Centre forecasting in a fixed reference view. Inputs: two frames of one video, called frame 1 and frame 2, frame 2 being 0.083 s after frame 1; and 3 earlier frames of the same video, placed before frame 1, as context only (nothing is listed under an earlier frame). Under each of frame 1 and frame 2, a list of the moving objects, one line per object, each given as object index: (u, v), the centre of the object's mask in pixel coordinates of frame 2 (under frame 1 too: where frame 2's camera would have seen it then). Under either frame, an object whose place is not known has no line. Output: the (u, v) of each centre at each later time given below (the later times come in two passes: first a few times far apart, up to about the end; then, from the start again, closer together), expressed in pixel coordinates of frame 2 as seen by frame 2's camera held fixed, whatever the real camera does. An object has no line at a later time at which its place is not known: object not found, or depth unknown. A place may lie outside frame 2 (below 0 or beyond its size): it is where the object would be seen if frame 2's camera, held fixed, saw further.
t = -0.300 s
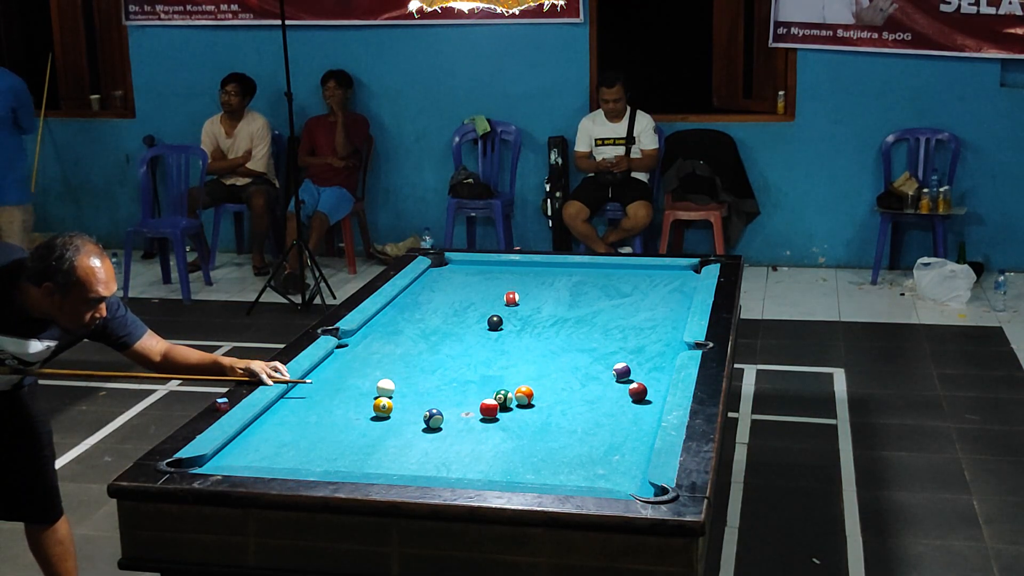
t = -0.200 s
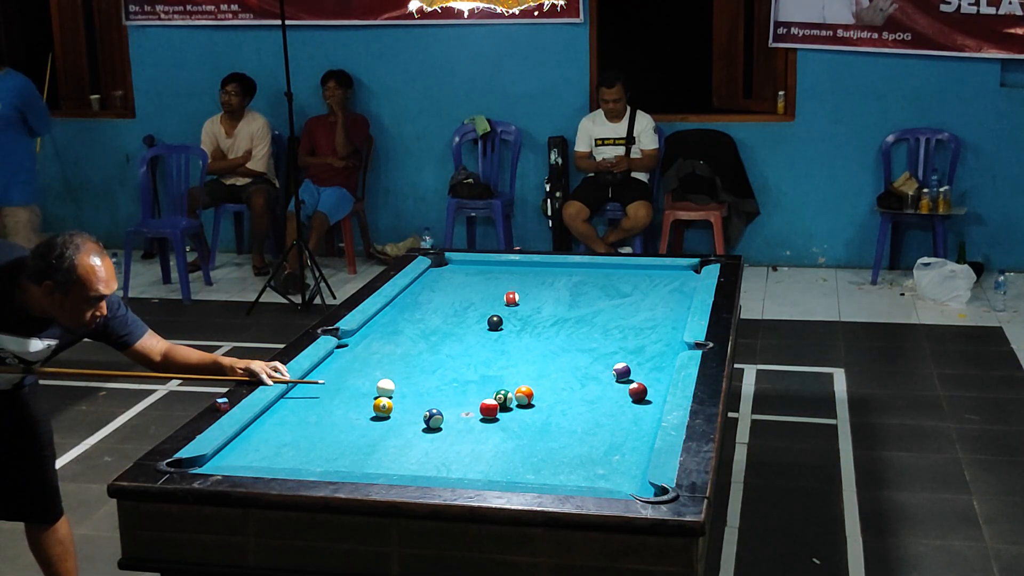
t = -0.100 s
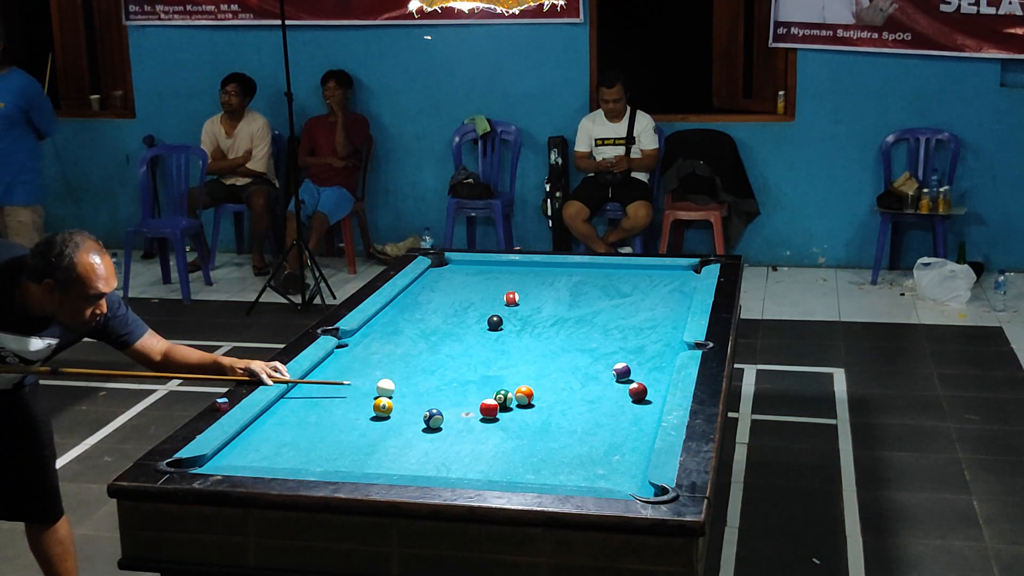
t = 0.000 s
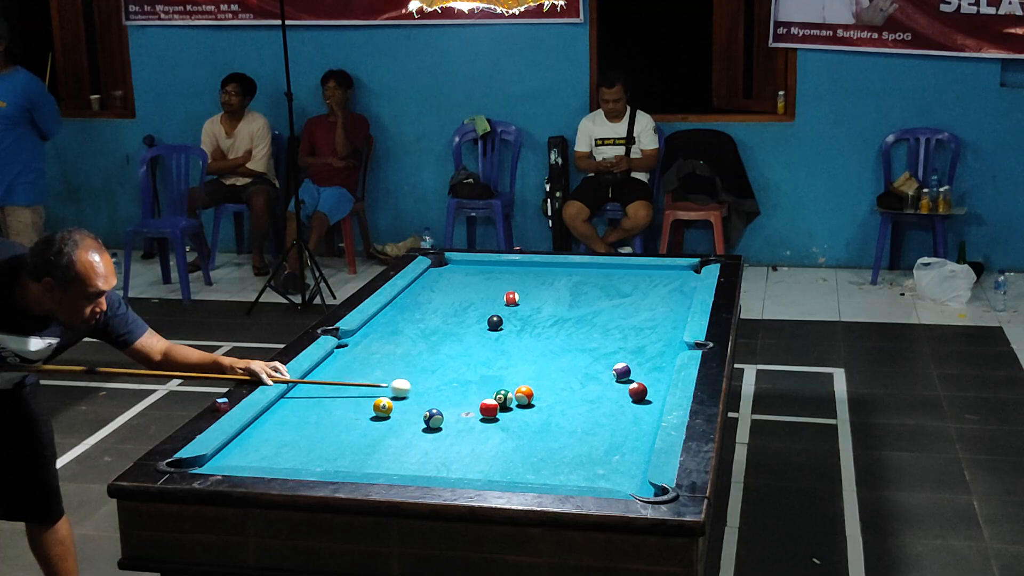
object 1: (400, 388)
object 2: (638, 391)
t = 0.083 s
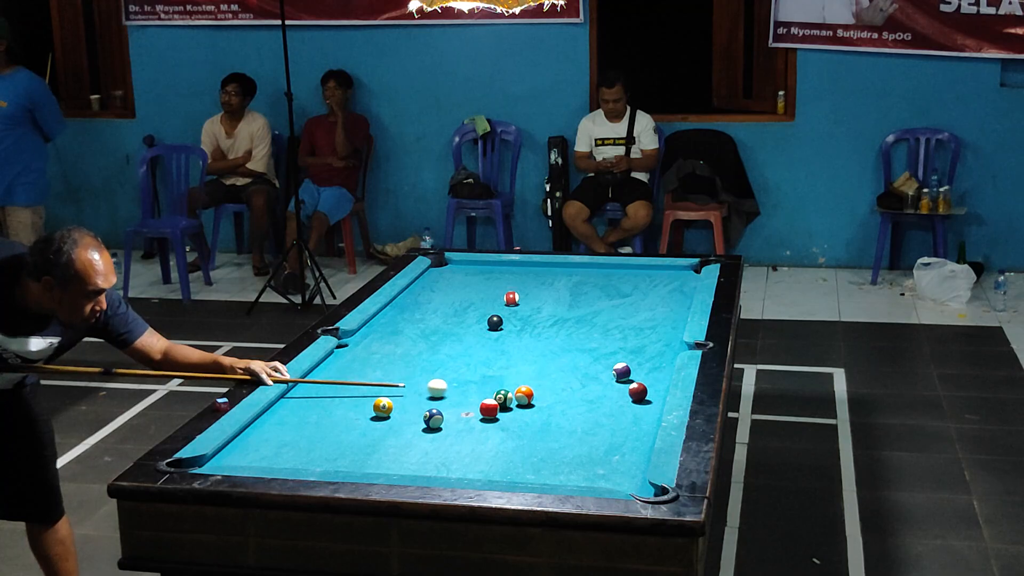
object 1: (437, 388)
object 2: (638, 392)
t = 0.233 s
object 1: (500, 385)
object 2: (638, 391)
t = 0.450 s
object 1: (590, 388)
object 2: (638, 391)
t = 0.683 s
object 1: (648, 380)
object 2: (651, 397)
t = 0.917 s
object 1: (652, 368)
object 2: (618, 401)
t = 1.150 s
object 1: (632, 356)
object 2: (586, 405)
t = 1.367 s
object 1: (616, 346)
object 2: (558, 408)
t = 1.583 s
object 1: (601, 337)
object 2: (532, 411)
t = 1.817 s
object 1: (586, 328)
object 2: (506, 413)
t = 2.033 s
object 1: (573, 321)
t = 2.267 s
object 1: (561, 313)
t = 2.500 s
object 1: (550, 307)
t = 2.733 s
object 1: (540, 302)
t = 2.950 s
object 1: (532, 297)
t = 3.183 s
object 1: (525, 293)
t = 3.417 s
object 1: (519, 288)
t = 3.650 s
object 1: (512, 285)
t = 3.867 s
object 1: (507, 283)
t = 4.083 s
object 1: (502, 281)
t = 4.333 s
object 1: (498, 279)
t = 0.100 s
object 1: (444, 388)
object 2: (638, 392)
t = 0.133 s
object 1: (458, 388)
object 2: (638, 392)
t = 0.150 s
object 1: (465, 388)
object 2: (638, 392)
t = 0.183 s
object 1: (479, 388)
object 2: (638, 392)
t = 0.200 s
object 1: (486, 388)
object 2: (638, 391)
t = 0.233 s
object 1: (500, 385)
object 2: (638, 391)
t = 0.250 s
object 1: (507, 385)
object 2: (638, 391)
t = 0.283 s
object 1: (520, 384)
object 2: (638, 391)
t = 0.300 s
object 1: (530, 385)
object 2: (638, 391)
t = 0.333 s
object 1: (542, 388)
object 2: (638, 391)
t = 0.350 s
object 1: (549, 388)
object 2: (638, 391)
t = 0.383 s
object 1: (563, 388)
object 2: (638, 391)
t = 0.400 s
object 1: (570, 388)
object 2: (638, 392)
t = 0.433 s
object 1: (583, 388)
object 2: (638, 391)
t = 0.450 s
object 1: (590, 388)
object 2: (638, 391)
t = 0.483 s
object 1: (604, 388)
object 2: (638, 391)
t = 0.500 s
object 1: (611, 388)
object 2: (638, 391)
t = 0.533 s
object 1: (622, 388)
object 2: (639, 392)
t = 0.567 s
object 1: (627, 386)
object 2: (647, 394)
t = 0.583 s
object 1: (630, 385)
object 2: (651, 394)
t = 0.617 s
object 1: (636, 383)
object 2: (657, 396)
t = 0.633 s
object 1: (640, 383)
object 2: (658, 397)
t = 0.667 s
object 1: (645, 381)
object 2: (654, 397)
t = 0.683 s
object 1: (648, 380)
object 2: (651, 397)
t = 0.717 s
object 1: (654, 379)
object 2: (646, 398)
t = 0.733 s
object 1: (657, 378)
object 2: (644, 398)
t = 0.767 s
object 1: (663, 377)
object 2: (639, 399)
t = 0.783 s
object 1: (664, 376)
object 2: (637, 399)
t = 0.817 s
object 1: (661, 374)
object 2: (632, 400)
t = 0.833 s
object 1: (660, 373)
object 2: (629, 400)
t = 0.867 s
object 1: (657, 371)
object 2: (625, 400)
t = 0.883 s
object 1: (655, 370)
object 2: (622, 401)
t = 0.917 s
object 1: (652, 368)
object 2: (618, 401)
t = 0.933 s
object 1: (651, 367)
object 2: (615, 401)
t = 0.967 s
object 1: (648, 365)
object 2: (611, 402)
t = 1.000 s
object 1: (645, 364)
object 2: (606, 402)
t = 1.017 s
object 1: (643, 363)
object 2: (604, 403)
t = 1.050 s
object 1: (641, 361)
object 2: (599, 403)
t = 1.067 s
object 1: (639, 360)
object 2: (597, 404)
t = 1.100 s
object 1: (636, 358)
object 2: (592, 404)
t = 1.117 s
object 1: (635, 358)
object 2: (590, 404)
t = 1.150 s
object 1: (632, 356)
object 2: (586, 405)
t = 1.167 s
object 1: (631, 355)
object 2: (584, 405)
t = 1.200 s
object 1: (628, 354)
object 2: (579, 405)
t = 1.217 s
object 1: (627, 353)
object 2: (577, 406)
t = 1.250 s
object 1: (624, 351)
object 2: (573, 406)
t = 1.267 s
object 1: (623, 350)
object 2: (571, 406)
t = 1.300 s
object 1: (621, 349)
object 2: (566, 407)
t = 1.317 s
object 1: (619, 348)
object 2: (564, 407)
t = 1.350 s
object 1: (617, 347)
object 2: (560, 408)
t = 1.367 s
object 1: (616, 346)
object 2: (558, 408)
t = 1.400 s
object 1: (613, 344)
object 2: (554, 408)
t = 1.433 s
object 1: (611, 343)
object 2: (550, 409)
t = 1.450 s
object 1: (610, 342)
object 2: (548, 409)
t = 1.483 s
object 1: (607, 341)
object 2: (544, 409)
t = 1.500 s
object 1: (606, 340)
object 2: (542, 410)
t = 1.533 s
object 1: (604, 339)
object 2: (538, 410)
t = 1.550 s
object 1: (603, 338)
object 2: (536, 410)
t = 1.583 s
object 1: (601, 337)
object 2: (532, 411)
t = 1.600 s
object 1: (600, 336)
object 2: (530, 411)
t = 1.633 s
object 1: (597, 335)
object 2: (526, 411)
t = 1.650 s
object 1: (596, 334)
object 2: (524, 411)
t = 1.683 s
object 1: (594, 333)
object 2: (520, 412)
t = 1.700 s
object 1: (593, 332)
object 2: (518, 412)
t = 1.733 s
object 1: (591, 331)
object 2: (515, 412)
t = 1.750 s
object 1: (590, 330)
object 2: (513, 413)
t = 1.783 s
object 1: (588, 329)
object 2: (509, 413)
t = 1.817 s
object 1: (586, 328)
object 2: (506, 413)
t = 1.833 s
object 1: (585, 327)
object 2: (503, 414)
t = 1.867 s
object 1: (583, 326)
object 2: (501, 414)
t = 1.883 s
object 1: (582, 326)
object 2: (500, 414)
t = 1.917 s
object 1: (580, 325)
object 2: (498, 415)
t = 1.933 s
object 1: (579, 324)
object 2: (497, 415)
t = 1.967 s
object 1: (577, 323)
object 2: (495, 416)
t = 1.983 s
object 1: (576, 322)
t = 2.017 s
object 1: (574, 321)
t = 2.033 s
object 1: (573, 321)
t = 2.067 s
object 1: (572, 319)
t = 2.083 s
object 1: (571, 319)
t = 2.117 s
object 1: (569, 318)
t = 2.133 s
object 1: (568, 317)
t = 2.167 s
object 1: (566, 316)
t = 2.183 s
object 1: (565, 316)
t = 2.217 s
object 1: (564, 315)
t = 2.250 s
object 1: (562, 314)
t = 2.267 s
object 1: (561, 313)
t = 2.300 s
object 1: (560, 313)
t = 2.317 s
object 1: (559, 312)
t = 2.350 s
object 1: (557, 311)
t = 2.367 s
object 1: (557, 311)
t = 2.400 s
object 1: (555, 310)
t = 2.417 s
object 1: (554, 309)
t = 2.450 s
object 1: (553, 308)
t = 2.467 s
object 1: (552, 308)
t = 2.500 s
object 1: (550, 307)
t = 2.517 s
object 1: (550, 307)
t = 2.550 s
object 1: (548, 306)
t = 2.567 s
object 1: (547, 306)
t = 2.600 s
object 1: (546, 305)
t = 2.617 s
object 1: (545, 304)
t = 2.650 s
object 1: (544, 304)
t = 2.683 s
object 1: (542, 303)
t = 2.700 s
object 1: (542, 302)
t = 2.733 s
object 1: (540, 302)
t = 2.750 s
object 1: (540, 301)
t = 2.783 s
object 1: (539, 301)
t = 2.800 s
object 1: (538, 300)
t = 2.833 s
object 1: (537, 300)
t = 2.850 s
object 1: (536, 299)
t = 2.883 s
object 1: (535, 299)
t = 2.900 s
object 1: (534, 298)
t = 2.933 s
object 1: (533, 298)
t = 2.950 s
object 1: (532, 297)
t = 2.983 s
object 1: (531, 297)
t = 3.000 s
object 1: (531, 296)
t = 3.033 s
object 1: (530, 295)
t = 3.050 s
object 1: (529, 295)
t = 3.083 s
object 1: (528, 295)
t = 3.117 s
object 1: (527, 294)
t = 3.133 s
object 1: (526, 294)
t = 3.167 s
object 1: (526, 293)
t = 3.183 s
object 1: (525, 293)
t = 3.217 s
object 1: (524, 292)
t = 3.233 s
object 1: (524, 292)
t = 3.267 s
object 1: (523, 291)
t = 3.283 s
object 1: (522, 291)
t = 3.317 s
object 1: (521, 290)
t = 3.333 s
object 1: (521, 290)
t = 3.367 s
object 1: (520, 289)
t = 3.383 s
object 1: (520, 289)
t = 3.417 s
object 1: (519, 288)
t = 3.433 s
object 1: (518, 288)
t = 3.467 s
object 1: (517, 288)
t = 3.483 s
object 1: (517, 287)
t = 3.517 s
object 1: (516, 287)
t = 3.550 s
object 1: (515, 286)
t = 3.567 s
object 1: (515, 286)
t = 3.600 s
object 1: (514, 286)
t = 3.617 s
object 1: (513, 285)
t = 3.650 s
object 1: (512, 285)
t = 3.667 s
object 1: (512, 285)
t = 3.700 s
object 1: (511, 285)
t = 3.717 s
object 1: (511, 285)
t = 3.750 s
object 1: (510, 284)
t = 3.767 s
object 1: (509, 284)
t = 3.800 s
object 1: (509, 284)
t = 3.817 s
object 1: (508, 284)
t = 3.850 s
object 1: (508, 283)
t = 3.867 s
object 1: (507, 283)
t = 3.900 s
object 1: (506, 283)
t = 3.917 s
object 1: (506, 283)
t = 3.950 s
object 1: (505, 282)
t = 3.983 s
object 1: (504, 282)
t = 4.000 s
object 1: (504, 282)
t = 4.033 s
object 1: (503, 281)
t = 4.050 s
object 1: (503, 281)
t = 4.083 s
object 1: (502, 281)
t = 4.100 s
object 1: (502, 281)
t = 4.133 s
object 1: (501, 280)
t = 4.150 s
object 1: (501, 280)
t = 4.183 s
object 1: (501, 280)
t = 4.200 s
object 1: (500, 280)
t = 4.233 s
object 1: (500, 280)
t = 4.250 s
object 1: (499, 280)
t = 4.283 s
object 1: (499, 279)
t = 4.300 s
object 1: (498, 279)
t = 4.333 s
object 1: (498, 279)
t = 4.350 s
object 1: (497, 279)
